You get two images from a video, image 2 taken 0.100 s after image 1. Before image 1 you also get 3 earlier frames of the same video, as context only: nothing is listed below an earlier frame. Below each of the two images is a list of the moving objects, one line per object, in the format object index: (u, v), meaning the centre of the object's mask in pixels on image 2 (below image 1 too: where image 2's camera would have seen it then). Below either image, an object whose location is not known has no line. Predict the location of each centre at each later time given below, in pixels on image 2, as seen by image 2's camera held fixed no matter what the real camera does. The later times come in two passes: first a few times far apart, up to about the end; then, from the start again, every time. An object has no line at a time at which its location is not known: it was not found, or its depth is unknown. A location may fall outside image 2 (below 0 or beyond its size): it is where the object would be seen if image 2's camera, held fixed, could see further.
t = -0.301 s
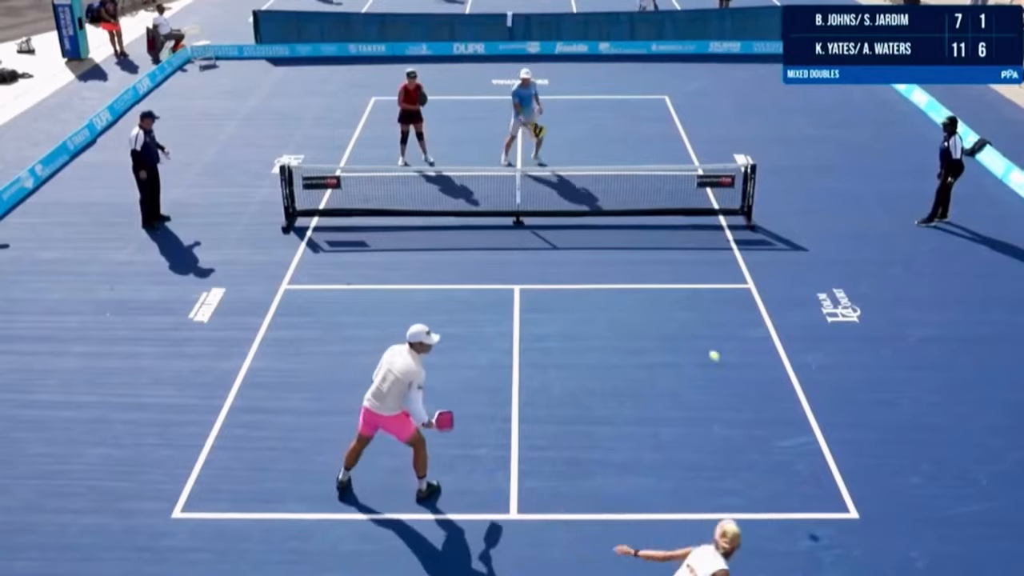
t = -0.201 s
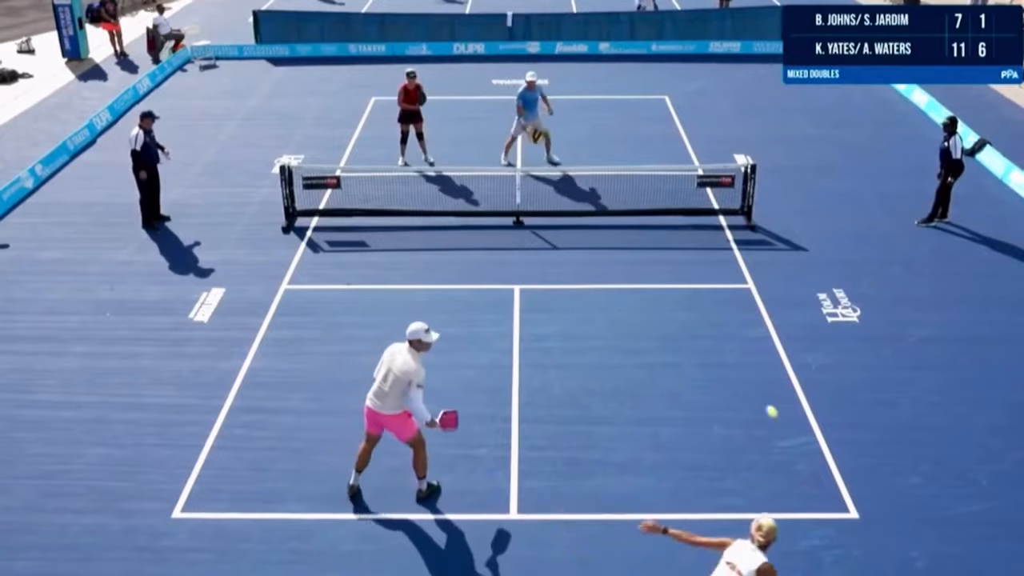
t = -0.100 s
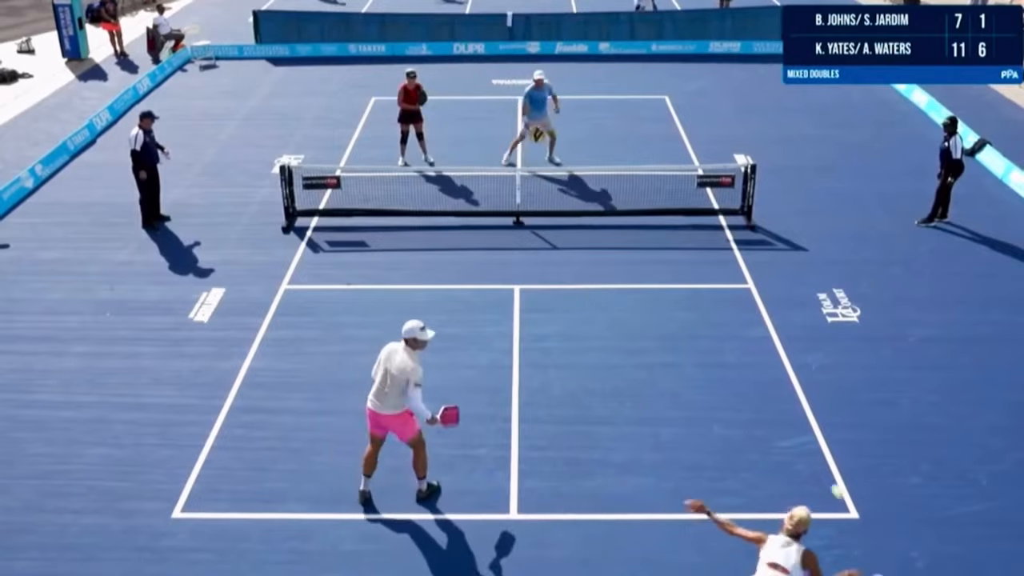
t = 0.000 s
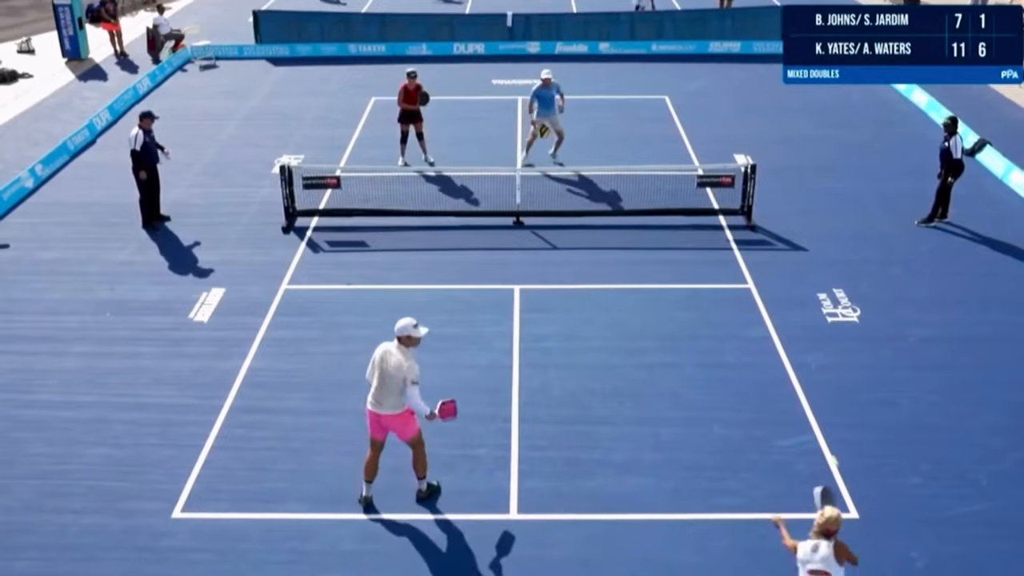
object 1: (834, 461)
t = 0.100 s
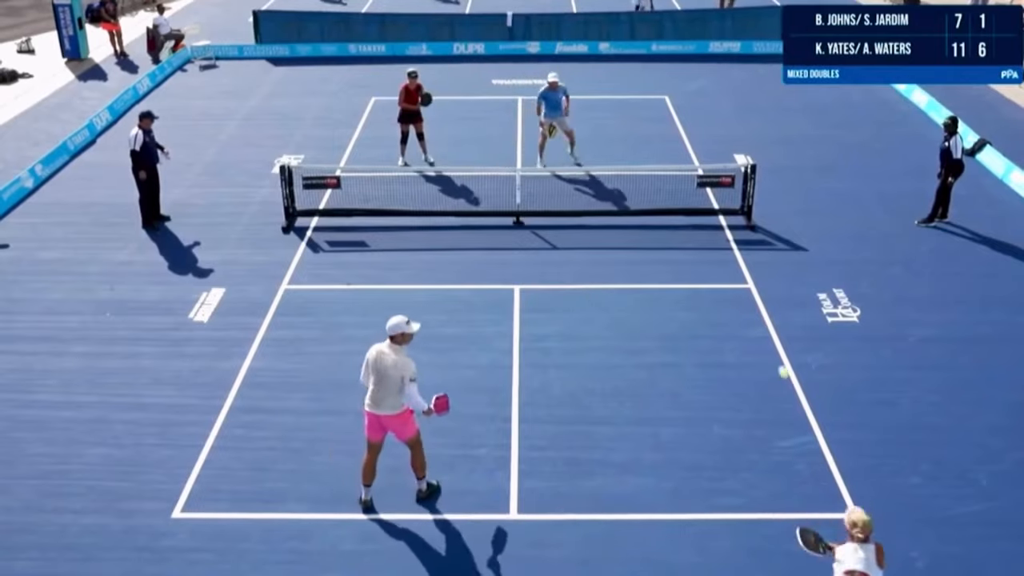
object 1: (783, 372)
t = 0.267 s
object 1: (721, 277)
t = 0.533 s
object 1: (654, 218)
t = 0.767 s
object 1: (618, 220)
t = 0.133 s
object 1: (769, 348)
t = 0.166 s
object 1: (755, 327)
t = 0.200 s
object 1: (743, 308)
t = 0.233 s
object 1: (732, 292)
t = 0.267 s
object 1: (721, 277)
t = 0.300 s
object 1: (710, 265)
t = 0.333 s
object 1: (701, 254)
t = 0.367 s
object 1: (692, 245)
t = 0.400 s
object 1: (684, 237)
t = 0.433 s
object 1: (675, 230)
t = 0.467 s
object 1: (668, 225)
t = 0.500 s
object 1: (661, 221)
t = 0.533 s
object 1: (654, 218)
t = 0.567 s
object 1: (648, 216)
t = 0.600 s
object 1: (642, 215)
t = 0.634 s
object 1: (637, 215)
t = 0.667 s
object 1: (632, 215)
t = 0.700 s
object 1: (627, 216)
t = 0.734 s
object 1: (622, 218)
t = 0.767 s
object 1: (618, 220)
